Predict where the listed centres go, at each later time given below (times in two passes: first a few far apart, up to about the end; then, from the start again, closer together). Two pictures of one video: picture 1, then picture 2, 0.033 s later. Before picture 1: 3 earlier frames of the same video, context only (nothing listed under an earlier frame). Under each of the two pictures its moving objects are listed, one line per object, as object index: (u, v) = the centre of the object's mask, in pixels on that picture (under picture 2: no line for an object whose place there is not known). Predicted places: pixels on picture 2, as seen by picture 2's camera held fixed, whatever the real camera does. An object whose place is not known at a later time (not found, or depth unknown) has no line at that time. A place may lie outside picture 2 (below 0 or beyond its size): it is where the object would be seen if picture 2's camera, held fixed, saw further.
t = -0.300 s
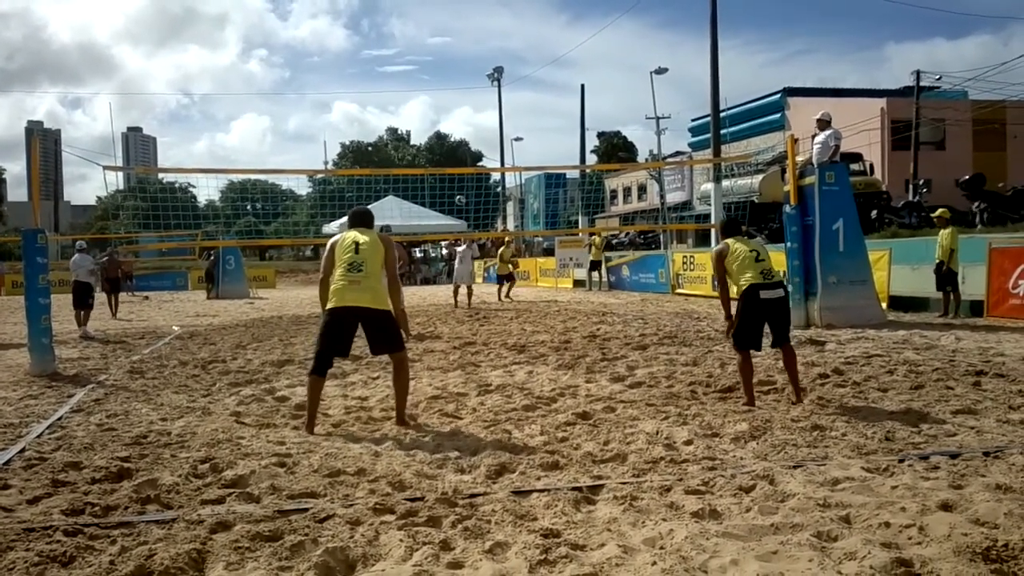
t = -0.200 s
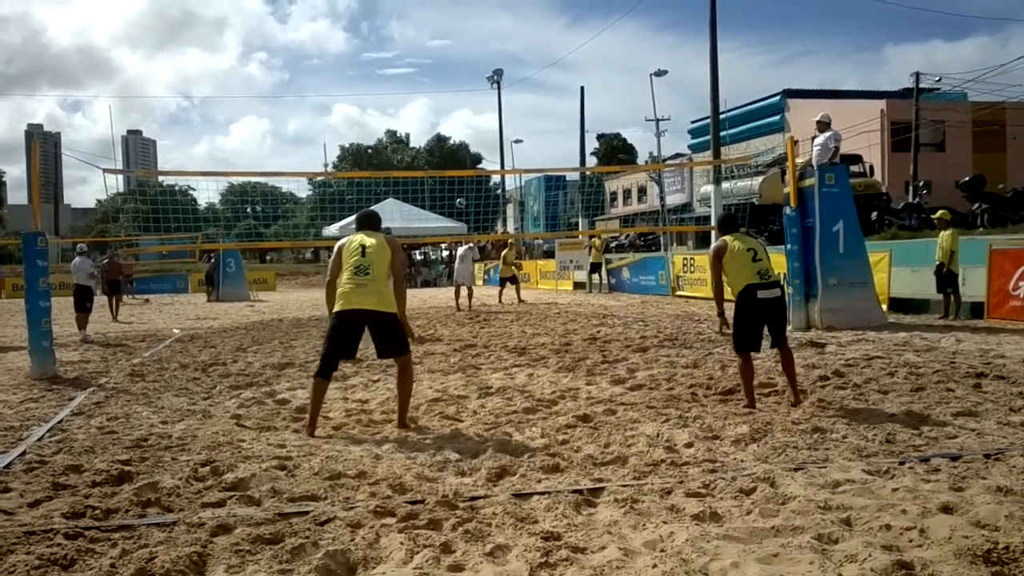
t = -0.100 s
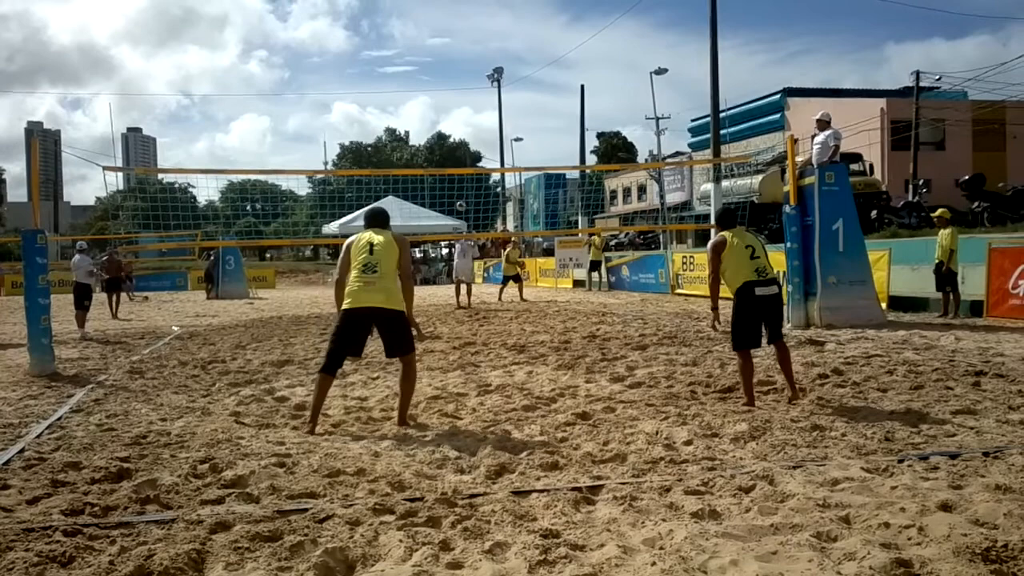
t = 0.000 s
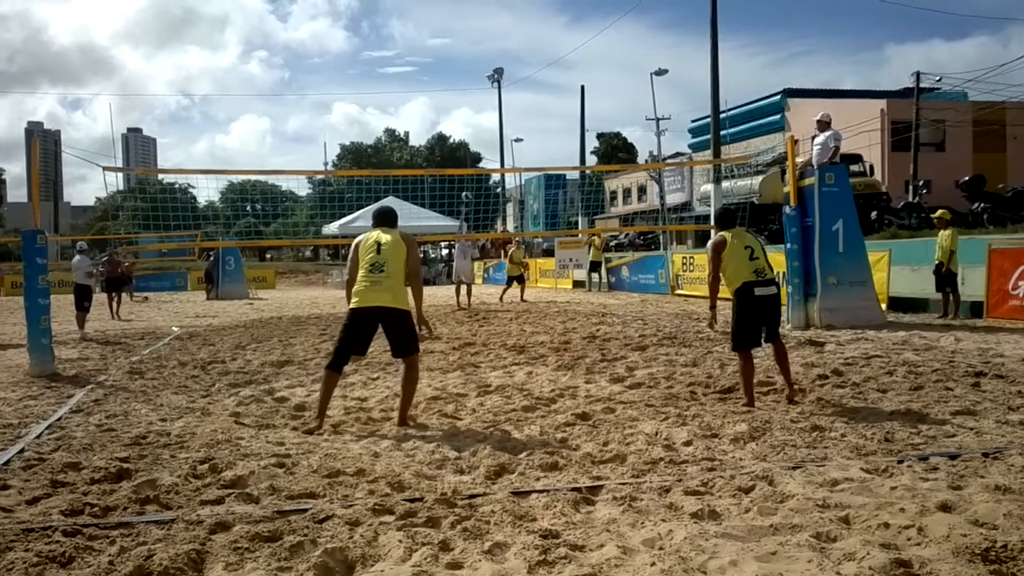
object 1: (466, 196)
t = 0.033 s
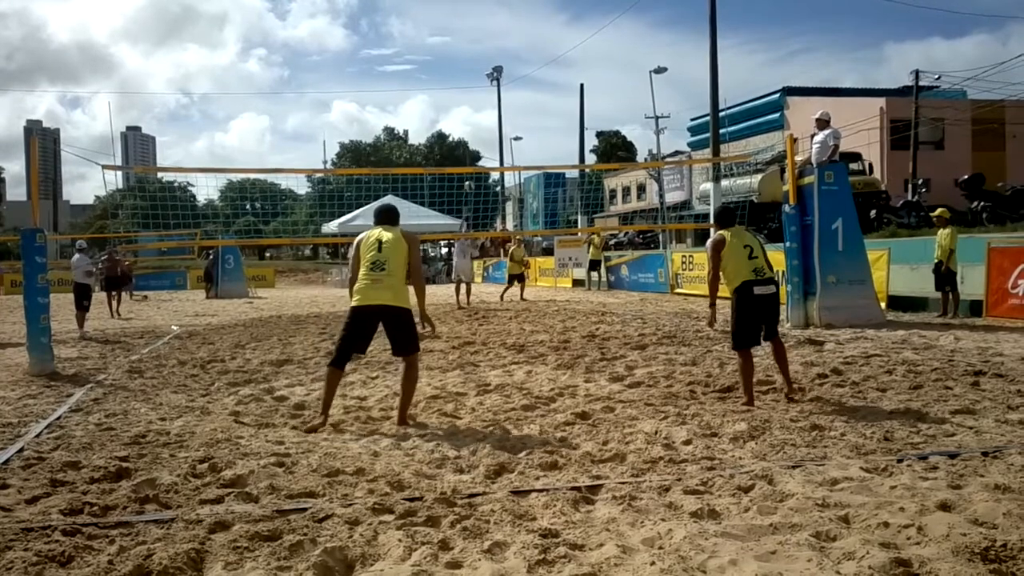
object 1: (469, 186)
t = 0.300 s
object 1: (499, 124)
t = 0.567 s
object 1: (530, 80)
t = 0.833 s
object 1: (561, 73)
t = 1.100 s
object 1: (595, 145)
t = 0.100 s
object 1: (476, 165)
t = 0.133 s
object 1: (480, 161)
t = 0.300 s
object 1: (499, 124)
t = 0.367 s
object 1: (507, 111)
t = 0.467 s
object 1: (518, 93)
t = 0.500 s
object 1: (522, 88)
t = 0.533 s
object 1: (525, 84)
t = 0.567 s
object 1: (530, 80)
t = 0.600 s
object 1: (533, 77)
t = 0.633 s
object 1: (537, 74)
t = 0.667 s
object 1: (542, 71)
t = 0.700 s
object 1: (546, 70)
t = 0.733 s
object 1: (550, 69)
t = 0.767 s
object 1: (554, 69)
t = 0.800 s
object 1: (558, 71)
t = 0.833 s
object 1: (561, 73)
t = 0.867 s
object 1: (566, 77)
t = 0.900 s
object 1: (570, 81)
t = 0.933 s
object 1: (574, 88)
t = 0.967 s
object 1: (578, 95)
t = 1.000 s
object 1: (582, 105)
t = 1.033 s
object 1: (586, 116)
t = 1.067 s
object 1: (591, 129)
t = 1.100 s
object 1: (595, 145)
